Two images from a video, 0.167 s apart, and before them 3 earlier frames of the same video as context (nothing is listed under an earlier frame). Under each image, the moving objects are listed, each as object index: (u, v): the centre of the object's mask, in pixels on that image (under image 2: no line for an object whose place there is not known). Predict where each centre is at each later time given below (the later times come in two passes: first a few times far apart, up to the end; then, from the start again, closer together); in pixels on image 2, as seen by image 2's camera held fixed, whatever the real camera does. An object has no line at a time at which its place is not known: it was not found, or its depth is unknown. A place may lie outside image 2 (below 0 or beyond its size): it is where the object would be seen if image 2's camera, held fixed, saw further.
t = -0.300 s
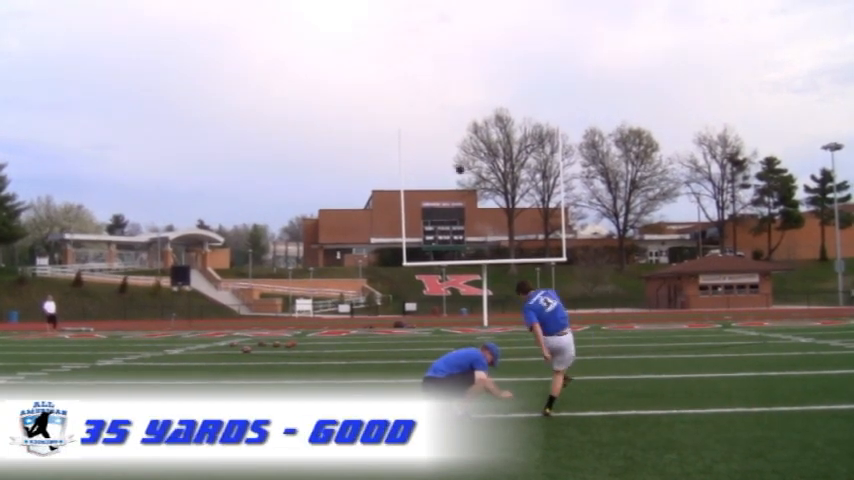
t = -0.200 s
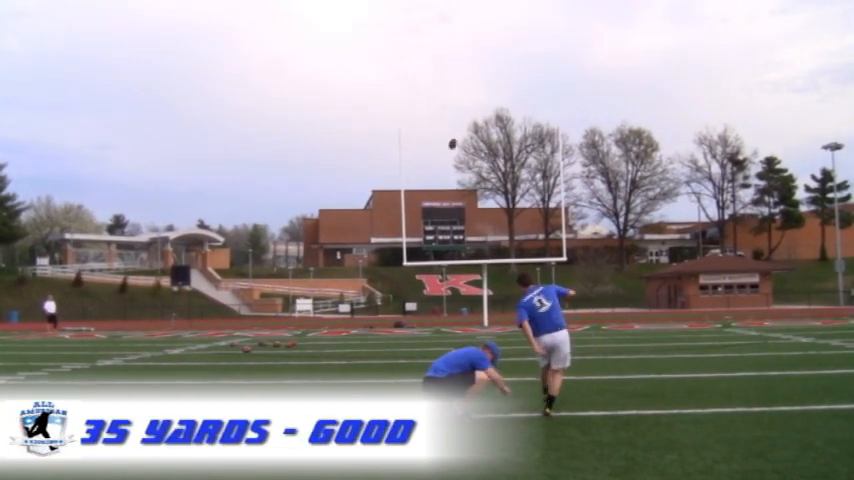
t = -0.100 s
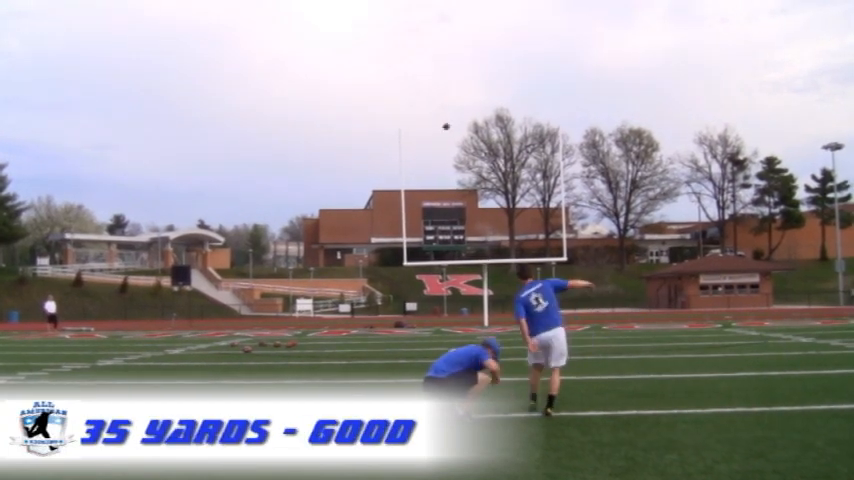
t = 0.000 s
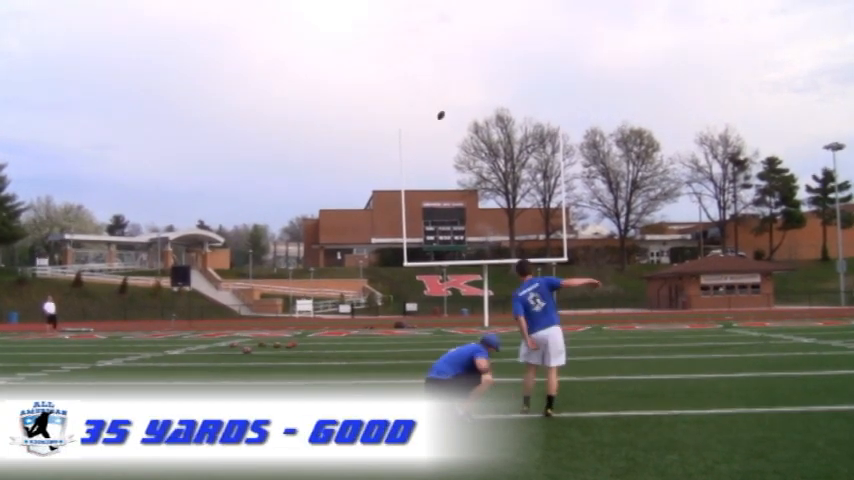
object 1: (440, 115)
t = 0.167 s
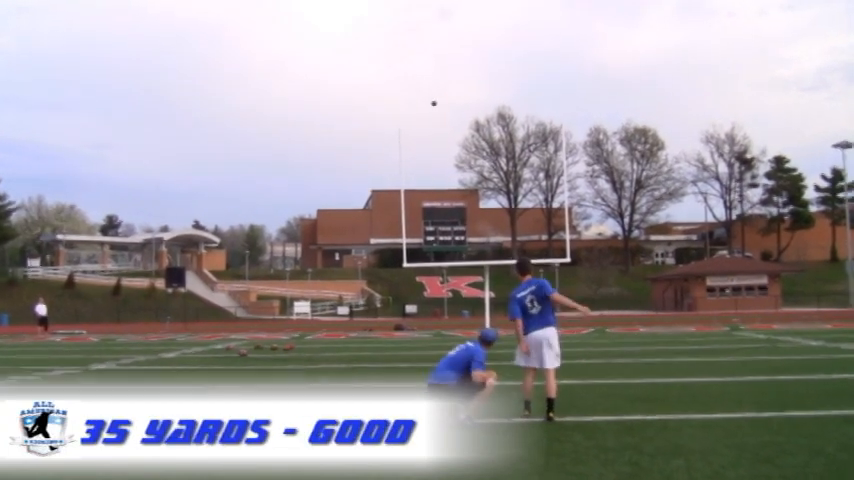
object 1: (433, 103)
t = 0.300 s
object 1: (430, 100)
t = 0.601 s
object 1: (426, 109)
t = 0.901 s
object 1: (428, 135)
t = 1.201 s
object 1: (431, 172)
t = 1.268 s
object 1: (431, 182)
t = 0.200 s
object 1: (432, 102)
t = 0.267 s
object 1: (430, 100)
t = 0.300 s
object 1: (430, 100)
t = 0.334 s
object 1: (429, 100)
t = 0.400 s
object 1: (428, 101)
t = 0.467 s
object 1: (427, 102)
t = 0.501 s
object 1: (427, 104)
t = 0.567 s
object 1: (426, 107)
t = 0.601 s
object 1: (426, 109)
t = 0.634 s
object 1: (426, 111)
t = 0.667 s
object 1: (426, 113)
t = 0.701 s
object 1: (426, 116)
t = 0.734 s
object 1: (426, 118)
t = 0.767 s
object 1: (426, 121)
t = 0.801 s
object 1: (427, 124)
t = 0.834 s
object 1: (427, 128)
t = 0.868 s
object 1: (427, 131)
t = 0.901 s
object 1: (428, 135)
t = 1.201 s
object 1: (431, 172)
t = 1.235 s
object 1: (431, 178)
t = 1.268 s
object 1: (431, 182)
